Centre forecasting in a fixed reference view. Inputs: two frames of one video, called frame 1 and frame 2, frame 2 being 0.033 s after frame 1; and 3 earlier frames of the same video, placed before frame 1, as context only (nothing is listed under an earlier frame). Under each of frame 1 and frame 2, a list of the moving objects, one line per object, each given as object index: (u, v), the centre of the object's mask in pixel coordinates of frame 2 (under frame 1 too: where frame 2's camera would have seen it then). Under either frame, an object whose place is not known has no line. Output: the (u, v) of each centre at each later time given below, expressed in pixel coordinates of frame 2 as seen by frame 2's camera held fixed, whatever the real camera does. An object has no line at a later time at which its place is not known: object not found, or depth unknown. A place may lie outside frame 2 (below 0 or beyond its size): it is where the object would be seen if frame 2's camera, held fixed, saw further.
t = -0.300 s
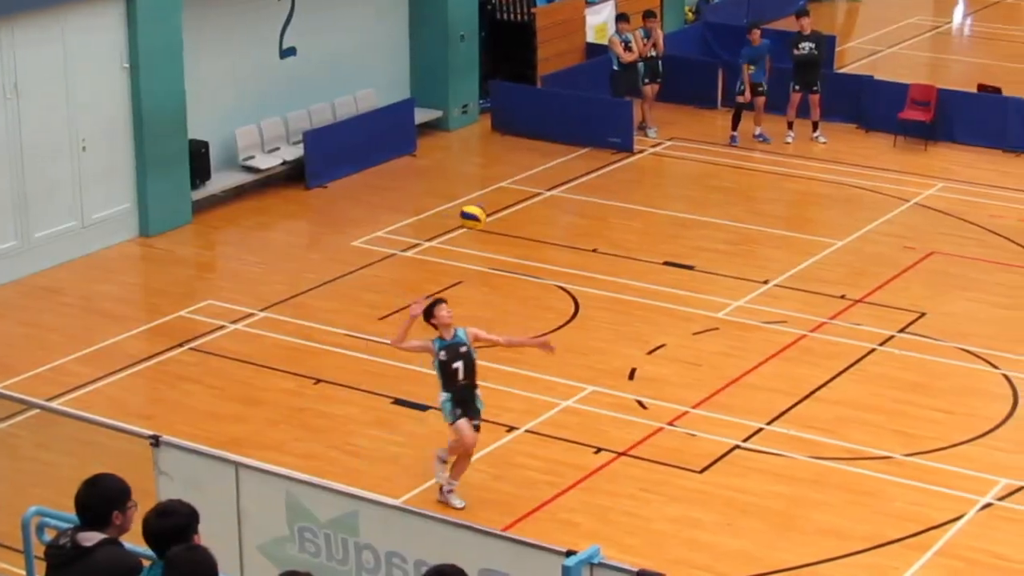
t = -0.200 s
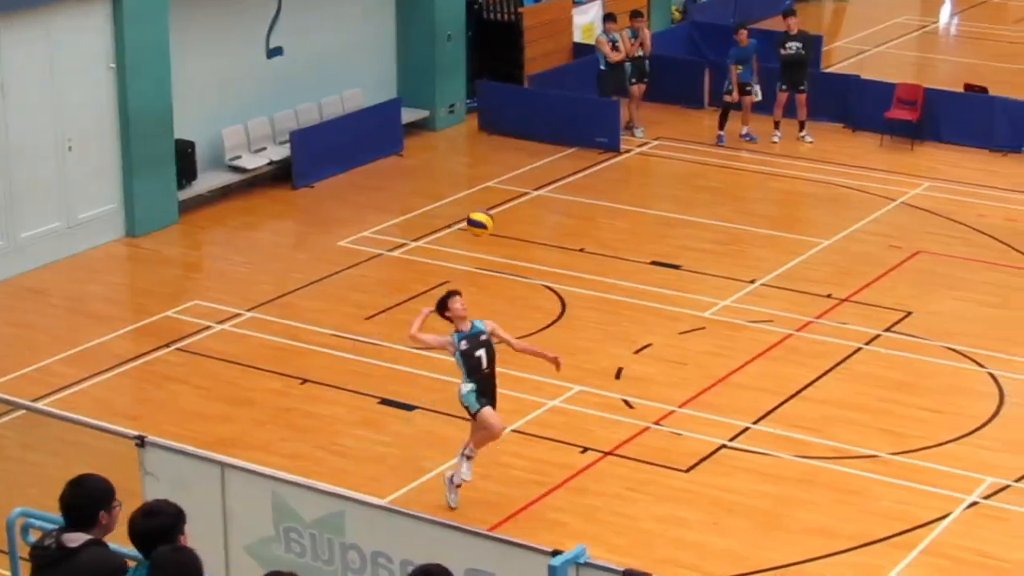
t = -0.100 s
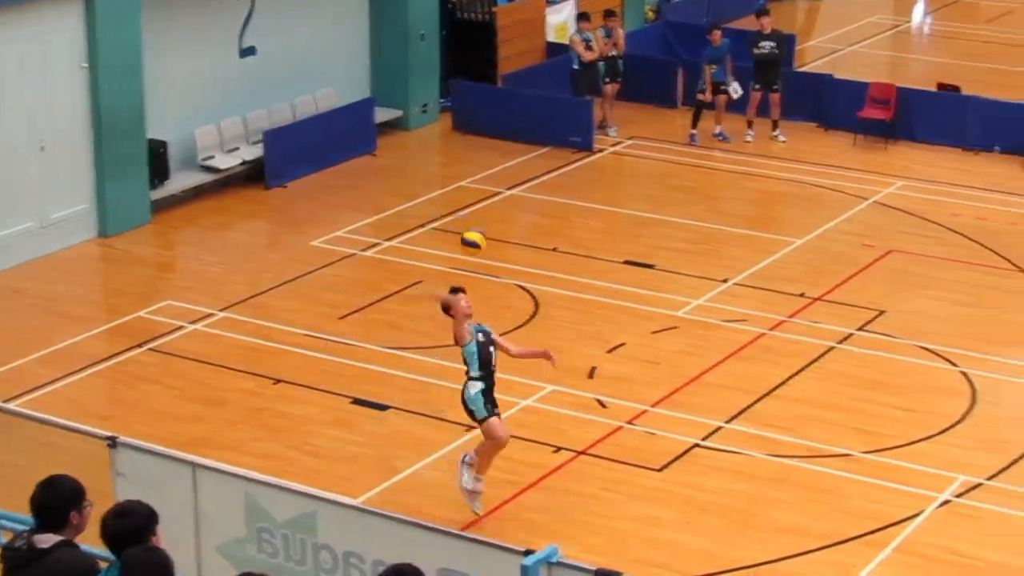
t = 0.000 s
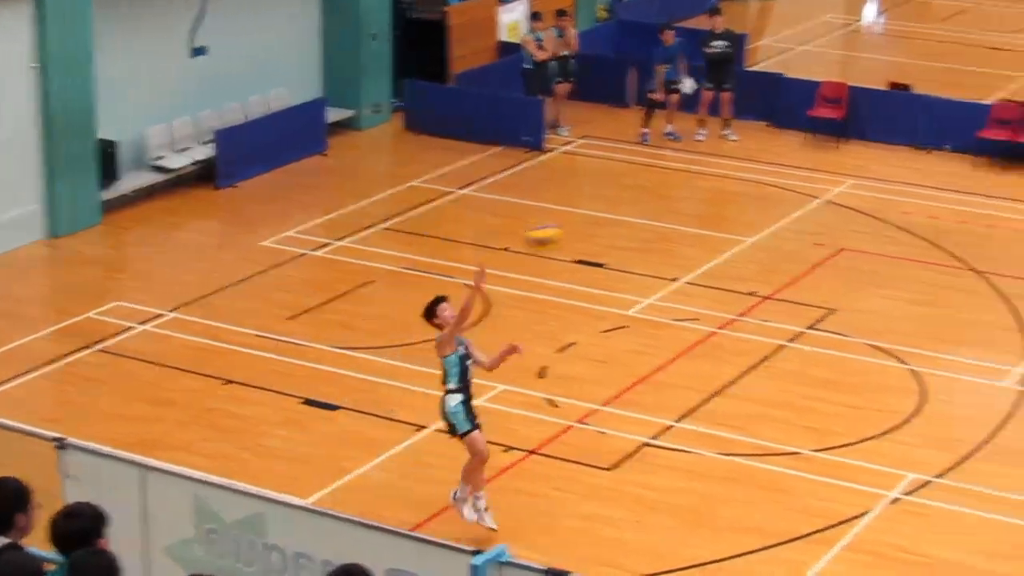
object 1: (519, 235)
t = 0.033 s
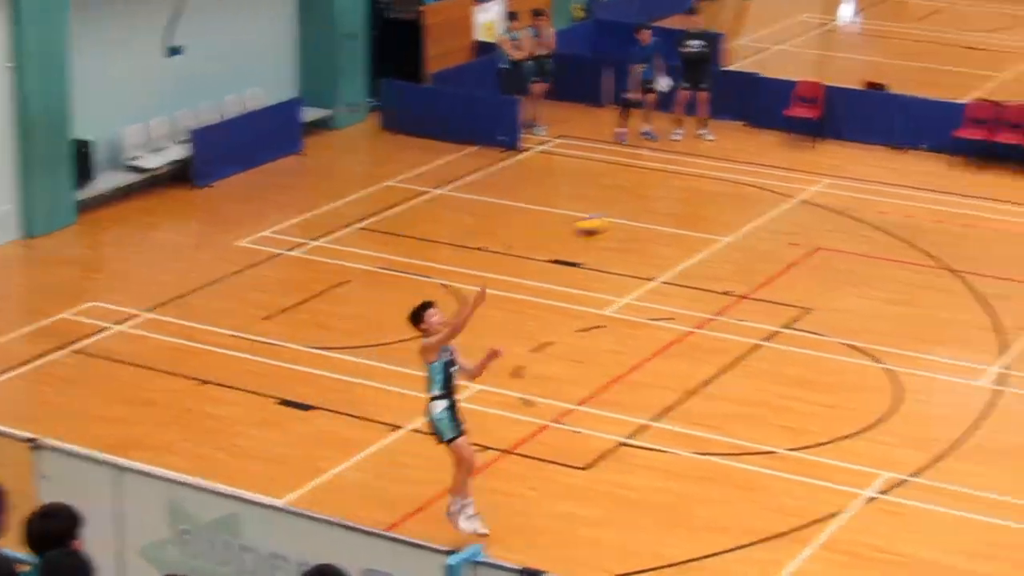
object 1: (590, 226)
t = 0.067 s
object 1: (662, 217)
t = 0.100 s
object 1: (733, 209)
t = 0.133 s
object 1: (804, 204)
